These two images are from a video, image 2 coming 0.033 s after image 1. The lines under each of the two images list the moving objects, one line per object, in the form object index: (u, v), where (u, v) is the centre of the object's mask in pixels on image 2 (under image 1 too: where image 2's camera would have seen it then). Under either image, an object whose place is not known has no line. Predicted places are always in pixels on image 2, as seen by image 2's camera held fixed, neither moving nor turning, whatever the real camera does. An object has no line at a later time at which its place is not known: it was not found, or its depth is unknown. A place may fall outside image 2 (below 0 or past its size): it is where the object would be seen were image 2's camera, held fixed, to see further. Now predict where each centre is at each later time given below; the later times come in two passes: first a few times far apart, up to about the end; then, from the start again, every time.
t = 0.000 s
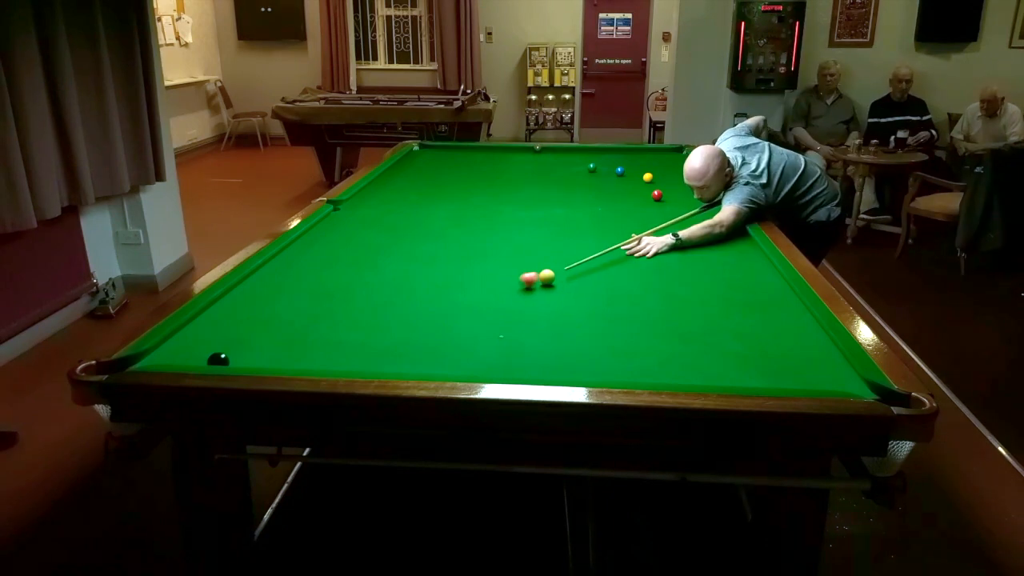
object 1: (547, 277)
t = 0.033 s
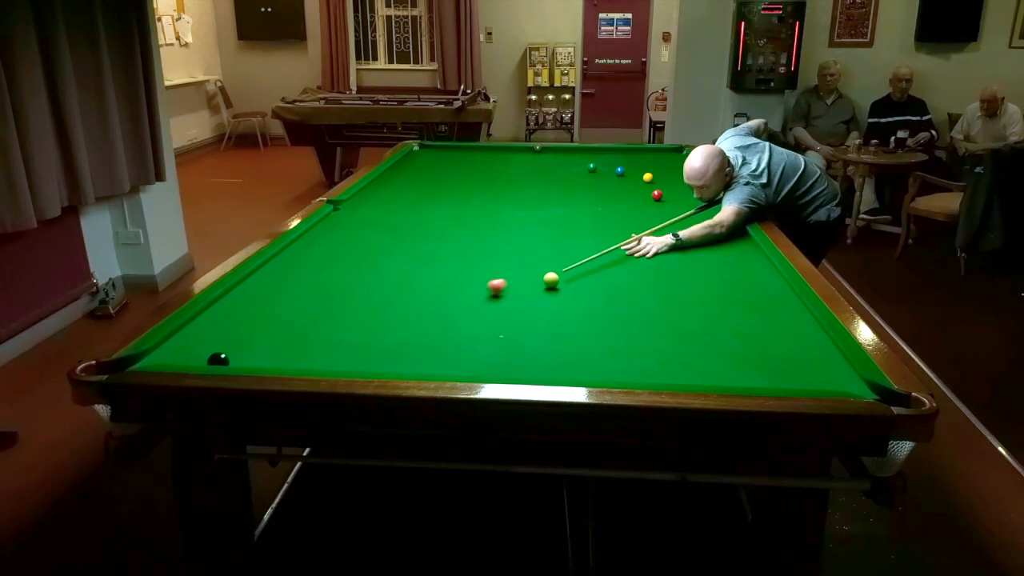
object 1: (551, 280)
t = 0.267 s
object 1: (561, 306)
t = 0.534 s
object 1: (563, 345)
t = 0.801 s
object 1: (573, 364)
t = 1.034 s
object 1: (590, 339)
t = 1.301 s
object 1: (607, 316)
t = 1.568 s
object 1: (621, 297)
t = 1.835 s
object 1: (634, 280)
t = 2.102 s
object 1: (644, 267)
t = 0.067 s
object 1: (554, 283)
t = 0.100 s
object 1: (557, 286)
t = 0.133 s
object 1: (559, 290)
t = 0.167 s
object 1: (560, 294)
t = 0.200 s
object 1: (560, 298)
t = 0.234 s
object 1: (560, 302)
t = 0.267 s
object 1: (561, 306)
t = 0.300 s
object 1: (561, 311)
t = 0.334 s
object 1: (561, 316)
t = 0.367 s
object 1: (561, 320)
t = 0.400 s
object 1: (562, 325)
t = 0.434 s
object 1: (562, 330)
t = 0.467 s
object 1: (562, 335)
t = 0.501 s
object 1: (562, 340)
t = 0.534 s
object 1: (563, 345)
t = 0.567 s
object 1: (563, 351)
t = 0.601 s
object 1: (563, 357)
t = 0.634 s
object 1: (563, 363)
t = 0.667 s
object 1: (564, 368)
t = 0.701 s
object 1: (564, 372)
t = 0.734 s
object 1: (567, 371)
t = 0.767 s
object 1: (570, 368)
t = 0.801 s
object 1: (573, 364)
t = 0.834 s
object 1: (576, 360)
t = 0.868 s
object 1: (578, 356)
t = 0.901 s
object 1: (581, 352)
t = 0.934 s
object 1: (583, 349)
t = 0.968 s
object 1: (586, 346)
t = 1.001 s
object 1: (588, 342)
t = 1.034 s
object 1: (590, 339)
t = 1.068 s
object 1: (593, 336)
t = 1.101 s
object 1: (595, 333)
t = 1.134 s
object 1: (597, 330)
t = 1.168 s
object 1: (599, 327)
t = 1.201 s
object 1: (601, 324)
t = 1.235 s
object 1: (603, 321)
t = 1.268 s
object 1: (605, 318)
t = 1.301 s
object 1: (607, 316)
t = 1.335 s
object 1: (609, 313)
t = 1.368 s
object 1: (611, 311)
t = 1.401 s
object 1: (613, 308)
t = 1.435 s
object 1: (615, 306)
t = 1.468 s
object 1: (616, 303)
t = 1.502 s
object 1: (618, 301)
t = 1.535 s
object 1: (620, 299)
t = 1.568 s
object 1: (621, 297)
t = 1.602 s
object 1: (623, 294)
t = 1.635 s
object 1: (625, 292)
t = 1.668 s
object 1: (626, 290)
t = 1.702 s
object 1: (628, 288)
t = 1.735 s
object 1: (629, 286)
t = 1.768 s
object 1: (631, 284)
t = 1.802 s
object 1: (632, 282)
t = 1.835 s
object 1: (634, 280)
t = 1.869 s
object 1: (635, 279)
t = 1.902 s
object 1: (636, 277)
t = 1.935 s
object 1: (638, 275)
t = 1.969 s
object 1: (639, 273)
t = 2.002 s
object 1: (640, 272)
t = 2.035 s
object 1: (642, 270)
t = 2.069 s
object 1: (643, 268)
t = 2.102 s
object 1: (644, 267)
